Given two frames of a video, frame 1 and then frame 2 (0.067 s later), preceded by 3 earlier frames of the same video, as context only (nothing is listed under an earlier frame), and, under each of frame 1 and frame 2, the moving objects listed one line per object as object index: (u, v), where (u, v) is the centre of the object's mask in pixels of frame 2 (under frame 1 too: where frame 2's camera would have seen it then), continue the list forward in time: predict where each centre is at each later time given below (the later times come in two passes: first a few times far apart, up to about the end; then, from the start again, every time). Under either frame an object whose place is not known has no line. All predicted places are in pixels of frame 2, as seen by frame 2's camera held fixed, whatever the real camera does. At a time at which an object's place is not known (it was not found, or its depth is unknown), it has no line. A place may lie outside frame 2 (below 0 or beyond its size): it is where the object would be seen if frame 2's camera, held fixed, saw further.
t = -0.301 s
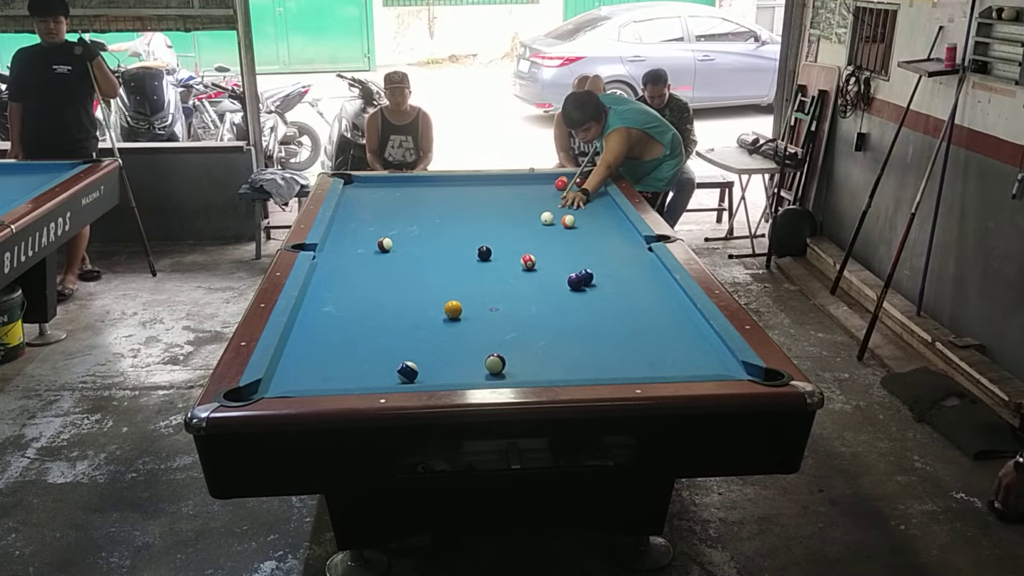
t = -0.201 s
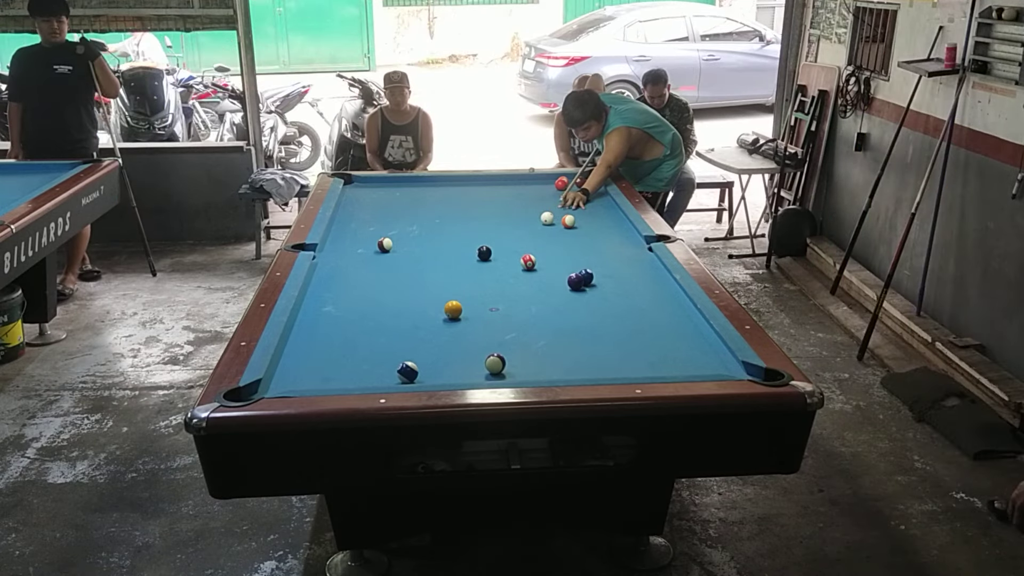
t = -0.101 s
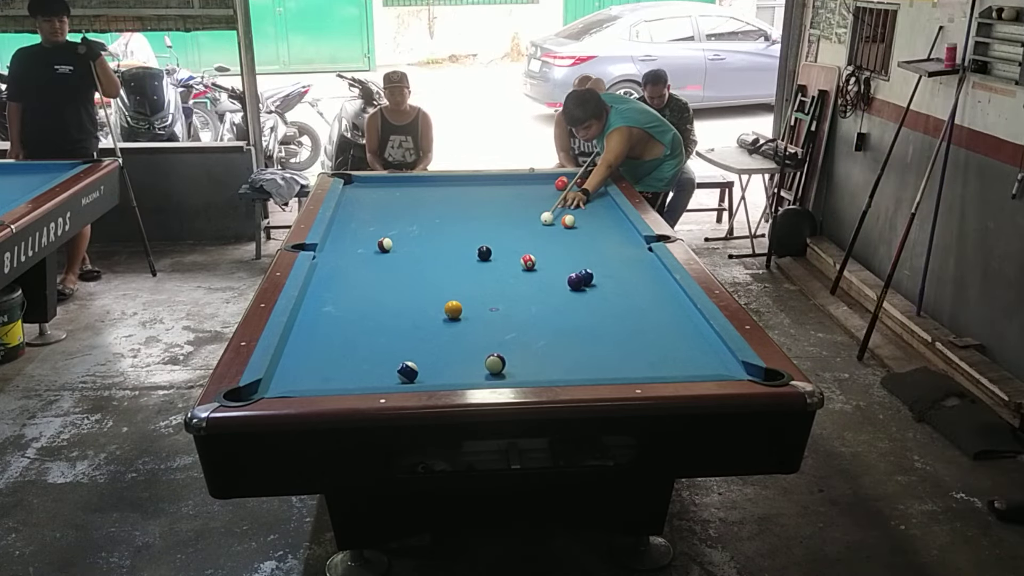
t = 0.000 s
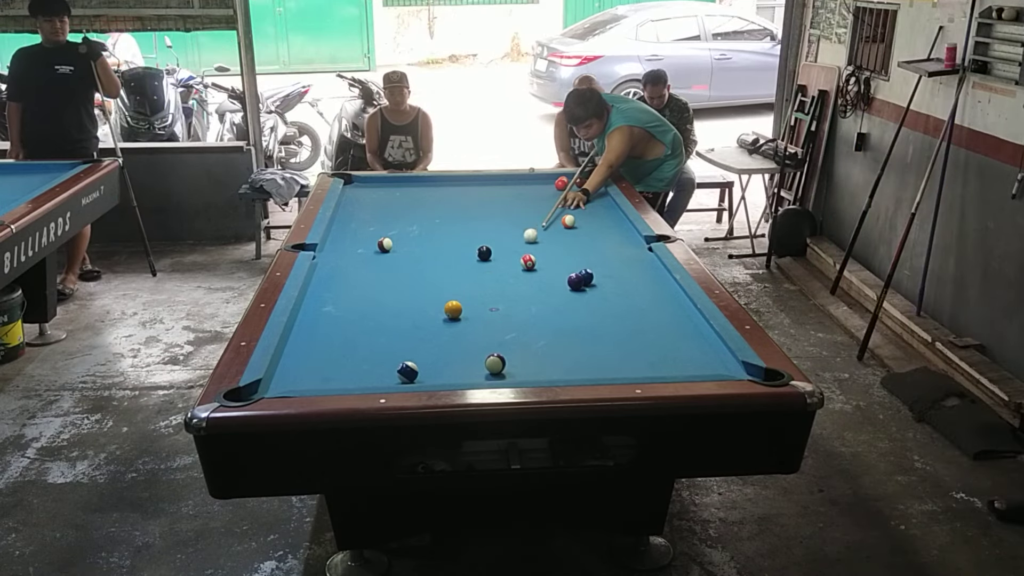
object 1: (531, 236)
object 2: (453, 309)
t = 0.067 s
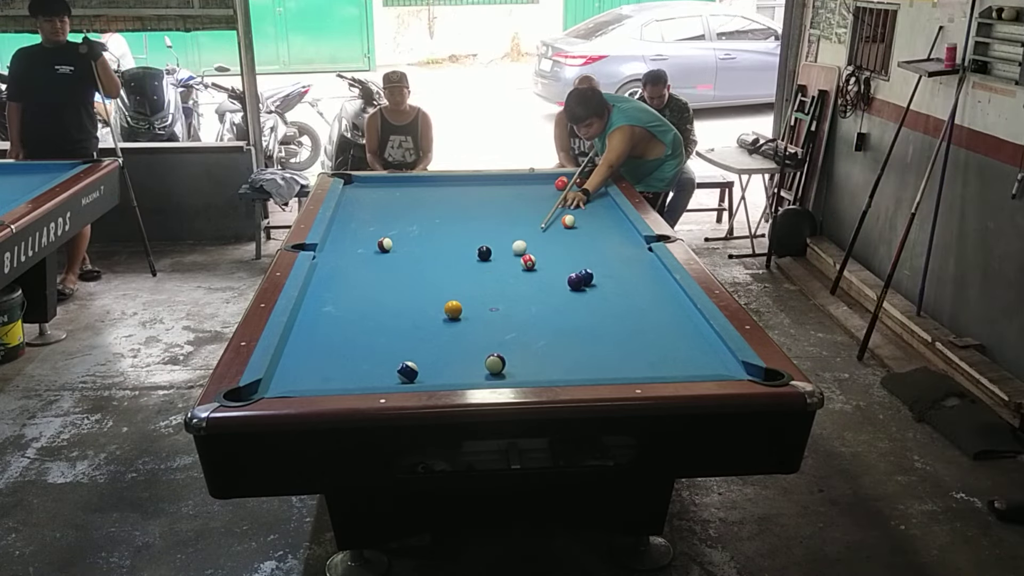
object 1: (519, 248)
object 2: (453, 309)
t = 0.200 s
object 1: (495, 274)
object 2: (453, 310)
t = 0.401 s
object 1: (480, 311)
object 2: (422, 322)
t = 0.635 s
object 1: (514, 340)
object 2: (325, 359)
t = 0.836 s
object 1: (545, 369)
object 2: (284, 385)
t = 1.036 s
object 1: (562, 361)
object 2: (294, 372)
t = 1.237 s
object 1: (571, 341)
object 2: (302, 357)
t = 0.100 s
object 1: (514, 254)
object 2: (453, 310)
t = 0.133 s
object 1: (507, 261)
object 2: (453, 309)
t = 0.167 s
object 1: (502, 267)
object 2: (453, 309)
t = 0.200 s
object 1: (495, 274)
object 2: (453, 310)
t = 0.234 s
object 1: (488, 282)
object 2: (453, 310)
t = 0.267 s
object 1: (481, 289)
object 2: (453, 309)
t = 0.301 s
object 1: (474, 297)
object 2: (453, 309)
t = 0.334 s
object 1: (467, 305)
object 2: (453, 310)
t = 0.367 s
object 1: (473, 308)
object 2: (437, 315)
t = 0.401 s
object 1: (480, 311)
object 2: (422, 322)
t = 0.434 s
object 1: (486, 314)
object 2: (407, 327)
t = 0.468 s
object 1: (492, 318)
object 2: (393, 333)
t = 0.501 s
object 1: (496, 322)
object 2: (379, 339)
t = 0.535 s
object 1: (501, 326)
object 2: (365, 344)
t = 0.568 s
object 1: (505, 331)
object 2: (352, 349)
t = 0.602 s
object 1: (510, 335)
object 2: (338, 354)
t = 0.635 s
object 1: (514, 340)
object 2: (325, 359)
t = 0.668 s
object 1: (519, 345)
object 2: (311, 365)
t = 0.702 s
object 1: (524, 350)
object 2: (296, 371)
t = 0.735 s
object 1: (529, 355)
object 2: (281, 376)
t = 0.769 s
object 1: (534, 360)
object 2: (274, 381)
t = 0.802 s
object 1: (540, 365)
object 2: (280, 383)
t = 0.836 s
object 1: (545, 369)
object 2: (284, 385)
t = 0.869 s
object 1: (551, 372)
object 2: (286, 383)
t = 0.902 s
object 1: (554, 372)
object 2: (288, 381)
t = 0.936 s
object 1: (556, 370)
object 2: (290, 379)
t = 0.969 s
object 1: (558, 368)
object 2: (291, 377)
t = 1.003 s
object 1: (560, 365)
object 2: (293, 375)
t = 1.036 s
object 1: (562, 361)
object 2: (294, 372)
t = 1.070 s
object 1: (563, 357)
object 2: (296, 370)
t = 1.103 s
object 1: (565, 354)
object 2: (297, 367)
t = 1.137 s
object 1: (567, 351)
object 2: (298, 364)
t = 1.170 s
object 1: (568, 347)
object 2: (300, 362)
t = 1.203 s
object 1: (570, 344)
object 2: (301, 359)
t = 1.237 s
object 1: (571, 341)
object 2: (302, 357)
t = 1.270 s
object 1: (573, 338)
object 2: (304, 355)
